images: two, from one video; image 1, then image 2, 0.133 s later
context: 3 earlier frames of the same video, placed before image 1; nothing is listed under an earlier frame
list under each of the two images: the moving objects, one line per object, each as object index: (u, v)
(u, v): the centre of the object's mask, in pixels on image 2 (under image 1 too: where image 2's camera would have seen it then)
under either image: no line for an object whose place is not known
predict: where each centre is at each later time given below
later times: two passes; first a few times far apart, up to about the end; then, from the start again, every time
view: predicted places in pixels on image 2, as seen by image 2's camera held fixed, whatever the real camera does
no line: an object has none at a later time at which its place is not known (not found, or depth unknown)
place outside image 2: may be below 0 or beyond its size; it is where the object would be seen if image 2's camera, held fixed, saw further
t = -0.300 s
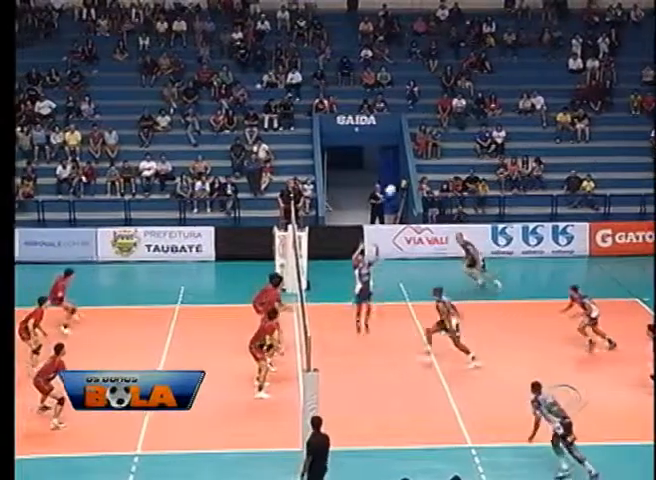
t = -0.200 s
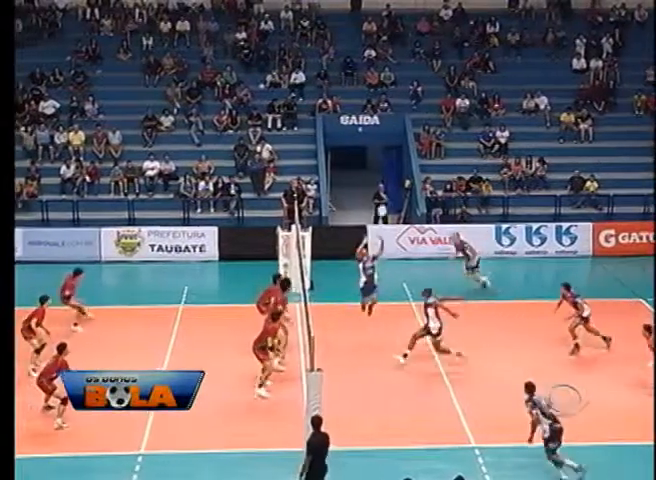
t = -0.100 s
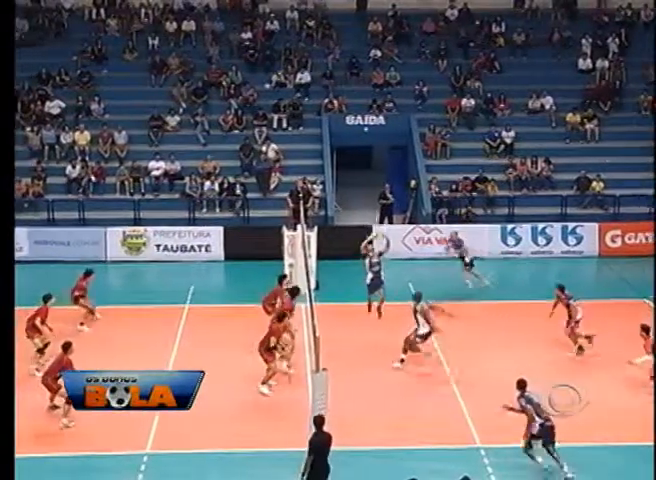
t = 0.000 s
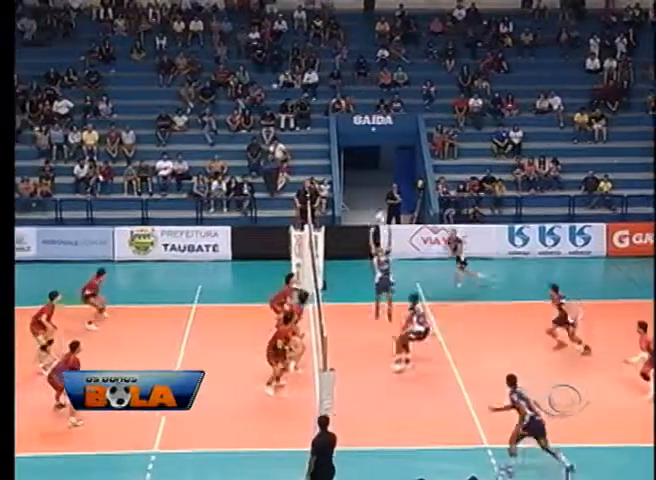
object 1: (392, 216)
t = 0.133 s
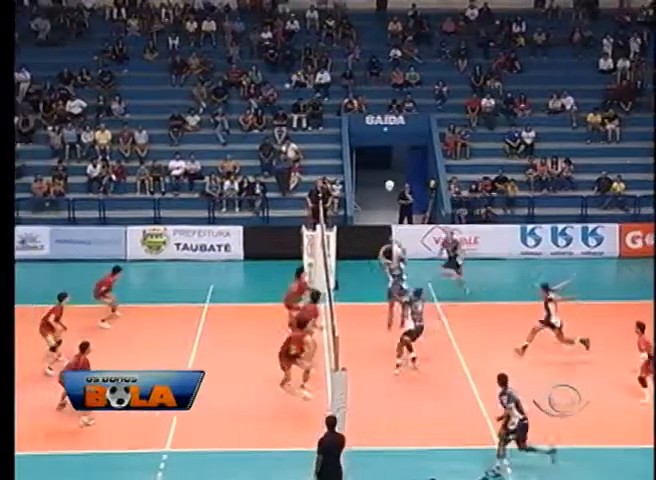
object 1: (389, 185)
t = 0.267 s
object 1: (386, 162)
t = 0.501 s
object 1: (382, 140)
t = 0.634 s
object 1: (379, 138)
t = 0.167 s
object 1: (388, 178)
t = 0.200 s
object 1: (387, 173)
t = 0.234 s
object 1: (387, 167)
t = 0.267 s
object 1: (386, 162)
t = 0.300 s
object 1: (385, 157)
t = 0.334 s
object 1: (384, 154)
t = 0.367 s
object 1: (384, 150)
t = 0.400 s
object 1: (383, 147)
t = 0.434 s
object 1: (383, 144)
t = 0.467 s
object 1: (383, 142)
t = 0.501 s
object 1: (382, 140)
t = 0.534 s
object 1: (381, 139)
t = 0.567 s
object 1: (380, 139)
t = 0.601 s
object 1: (379, 138)
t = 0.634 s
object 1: (379, 138)
